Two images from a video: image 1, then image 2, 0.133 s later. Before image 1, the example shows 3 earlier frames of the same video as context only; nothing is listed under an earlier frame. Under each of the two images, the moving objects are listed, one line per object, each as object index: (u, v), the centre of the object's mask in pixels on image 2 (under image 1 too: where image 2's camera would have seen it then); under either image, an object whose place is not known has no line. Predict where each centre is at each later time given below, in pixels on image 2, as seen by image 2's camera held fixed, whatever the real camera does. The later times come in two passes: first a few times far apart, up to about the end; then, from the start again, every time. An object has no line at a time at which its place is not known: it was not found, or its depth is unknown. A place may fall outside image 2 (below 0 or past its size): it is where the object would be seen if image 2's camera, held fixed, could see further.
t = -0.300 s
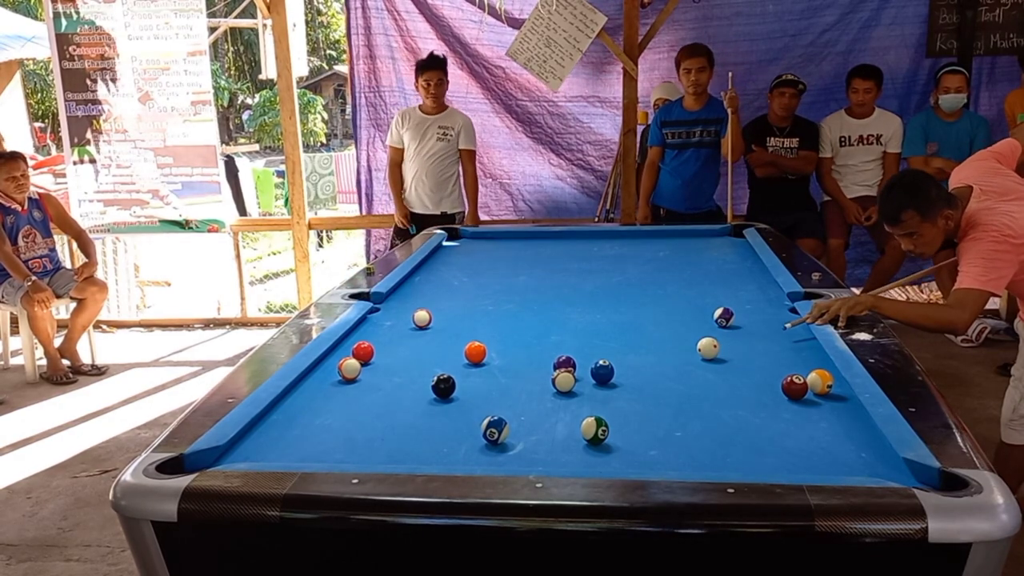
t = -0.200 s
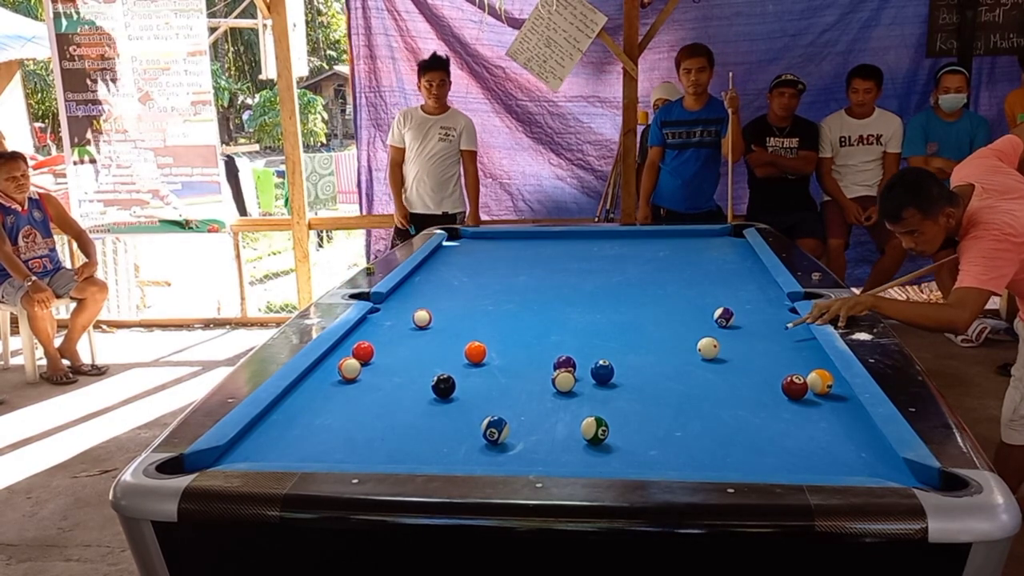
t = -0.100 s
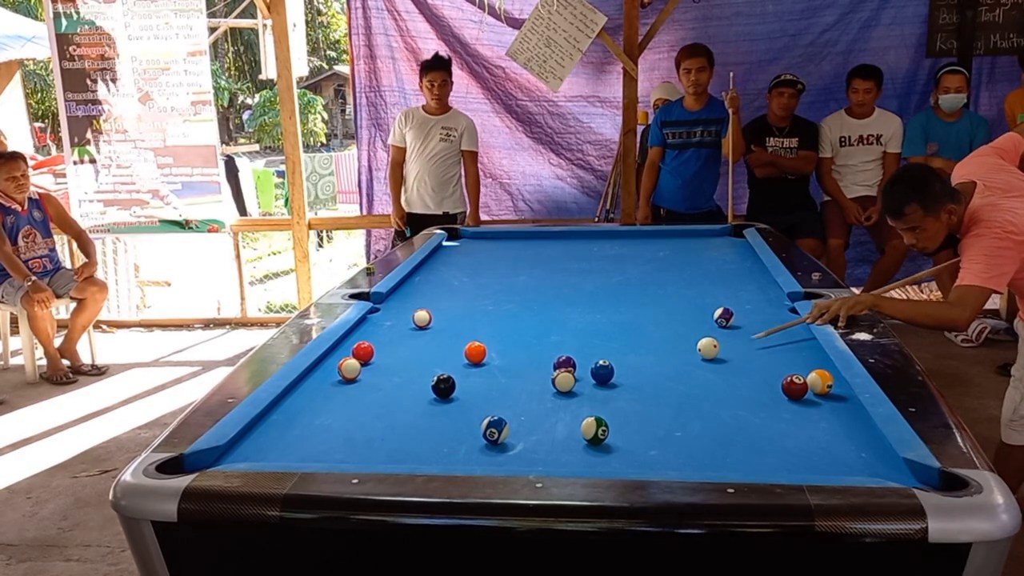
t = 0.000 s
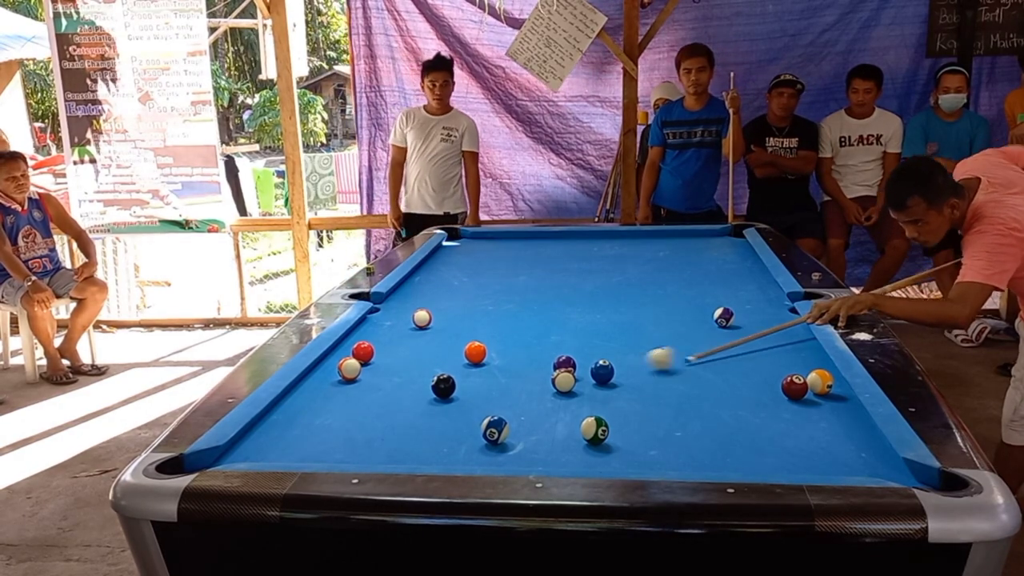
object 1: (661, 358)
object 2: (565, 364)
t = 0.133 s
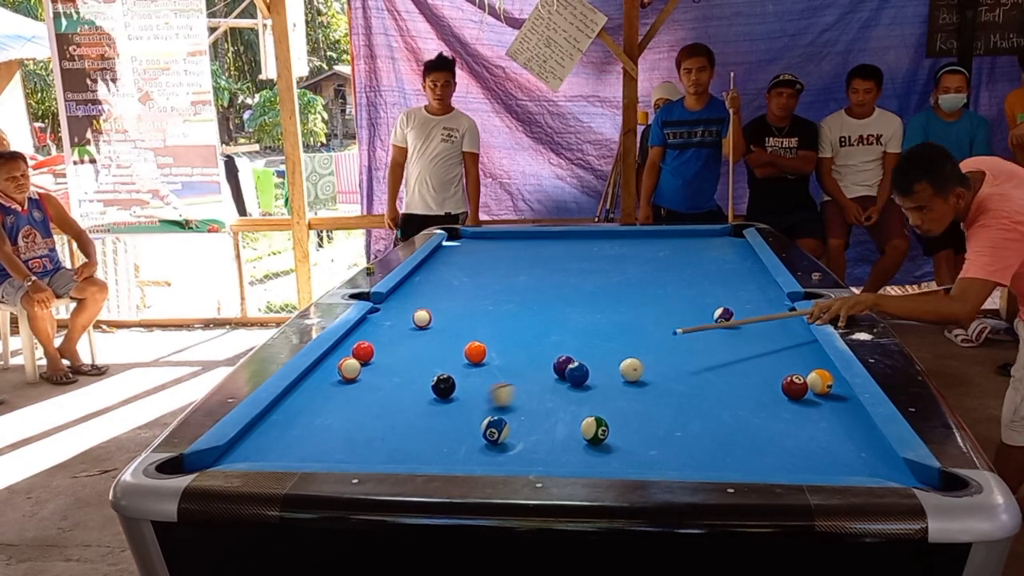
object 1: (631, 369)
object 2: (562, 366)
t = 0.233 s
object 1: (648, 369)
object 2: (559, 363)
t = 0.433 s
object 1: (684, 366)
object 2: (555, 361)
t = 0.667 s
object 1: (724, 364)
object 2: (549, 359)
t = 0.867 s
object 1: (757, 361)
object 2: (545, 358)
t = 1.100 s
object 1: (793, 359)
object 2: (542, 358)
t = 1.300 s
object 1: (813, 357)
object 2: (540, 357)
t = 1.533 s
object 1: (789, 356)
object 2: (539, 357)
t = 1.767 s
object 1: (767, 354)
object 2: (539, 357)
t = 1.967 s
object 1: (751, 353)
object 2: (539, 357)
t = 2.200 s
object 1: (733, 352)
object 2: (539, 357)
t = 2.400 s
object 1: (720, 351)
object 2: (539, 357)
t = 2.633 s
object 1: (706, 350)
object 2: (539, 357)
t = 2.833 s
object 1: (696, 349)
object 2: (539, 357)
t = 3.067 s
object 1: (686, 349)
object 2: (539, 357)
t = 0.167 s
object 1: (636, 369)
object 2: (561, 365)
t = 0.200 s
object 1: (642, 369)
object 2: (560, 364)
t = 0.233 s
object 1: (648, 369)
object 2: (559, 363)
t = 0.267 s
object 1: (654, 368)
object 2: (558, 363)
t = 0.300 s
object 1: (660, 368)
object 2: (558, 362)
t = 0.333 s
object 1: (666, 367)
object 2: (557, 362)
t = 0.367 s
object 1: (672, 367)
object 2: (556, 361)
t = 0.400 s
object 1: (678, 366)
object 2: (555, 361)
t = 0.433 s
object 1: (684, 366)
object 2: (555, 361)
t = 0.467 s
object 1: (690, 366)
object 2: (554, 360)
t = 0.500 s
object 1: (696, 365)
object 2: (553, 360)
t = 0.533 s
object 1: (702, 365)
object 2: (552, 360)
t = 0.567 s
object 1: (708, 364)
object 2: (551, 359)
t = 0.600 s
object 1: (713, 364)
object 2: (550, 359)
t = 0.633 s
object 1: (719, 364)
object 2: (549, 359)
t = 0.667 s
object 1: (724, 364)
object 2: (549, 359)
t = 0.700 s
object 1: (730, 363)
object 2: (548, 359)
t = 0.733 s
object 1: (735, 363)
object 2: (547, 358)
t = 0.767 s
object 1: (741, 362)
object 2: (547, 358)
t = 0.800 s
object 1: (746, 362)
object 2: (546, 358)
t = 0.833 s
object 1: (752, 362)
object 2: (545, 358)
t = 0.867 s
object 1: (757, 361)
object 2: (545, 358)
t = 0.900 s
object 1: (762, 361)
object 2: (544, 358)
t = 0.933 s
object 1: (767, 361)
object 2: (544, 358)
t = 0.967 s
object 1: (773, 360)
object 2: (543, 358)
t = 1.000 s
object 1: (777, 360)
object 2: (543, 358)
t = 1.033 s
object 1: (783, 359)
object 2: (543, 358)
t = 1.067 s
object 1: (788, 359)
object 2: (542, 358)
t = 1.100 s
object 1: (793, 359)
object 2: (542, 358)
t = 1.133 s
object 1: (798, 359)
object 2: (541, 358)
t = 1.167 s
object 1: (803, 359)
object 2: (541, 357)
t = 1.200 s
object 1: (808, 358)
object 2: (541, 357)
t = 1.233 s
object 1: (812, 357)
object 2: (541, 358)
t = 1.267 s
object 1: (817, 357)
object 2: (540, 357)
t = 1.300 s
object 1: (813, 357)
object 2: (540, 357)
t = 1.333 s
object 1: (809, 357)
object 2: (540, 357)
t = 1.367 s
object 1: (806, 357)
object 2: (540, 357)
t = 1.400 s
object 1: (803, 357)
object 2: (540, 357)
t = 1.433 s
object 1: (799, 356)
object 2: (539, 357)
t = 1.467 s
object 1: (796, 356)
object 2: (539, 357)
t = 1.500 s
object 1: (792, 356)
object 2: (539, 357)
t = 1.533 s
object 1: (789, 356)
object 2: (539, 357)
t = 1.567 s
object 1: (786, 355)
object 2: (539, 357)
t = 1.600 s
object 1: (783, 355)
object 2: (539, 357)
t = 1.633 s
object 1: (779, 355)
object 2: (539, 357)
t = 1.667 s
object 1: (776, 355)
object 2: (539, 357)
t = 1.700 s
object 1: (773, 355)
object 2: (539, 357)
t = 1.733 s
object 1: (770, 354)
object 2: (539, 357)
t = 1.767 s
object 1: (767, 354)
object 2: (539, 357)
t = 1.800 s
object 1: (764, 354)
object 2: (538, 357)
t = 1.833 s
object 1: (761, 354)
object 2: (539, 357)
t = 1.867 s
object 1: (758, 354)
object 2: (539, 357)
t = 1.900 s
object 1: (756, 353)
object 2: (539, 357)
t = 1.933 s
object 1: (753, 353)
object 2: (539, 357)
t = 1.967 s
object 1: (751, 353)
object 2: (539, 357)
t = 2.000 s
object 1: (748, 353)
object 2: (539, 357)
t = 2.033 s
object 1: (745, 353)
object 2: (539, 357)
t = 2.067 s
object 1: (743, 352)
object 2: (539, 357)
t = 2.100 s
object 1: (741, 352)
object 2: (539, 357)
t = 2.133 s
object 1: (738, 352)
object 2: (539, 357)
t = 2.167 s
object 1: (735, 352)
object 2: (539, 357)
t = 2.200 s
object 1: (733, 352)
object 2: (539, 357)
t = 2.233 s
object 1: (730, 352)
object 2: (539, 357)
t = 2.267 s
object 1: (728, 351)
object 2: (539, 357)
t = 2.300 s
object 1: (726, 351)
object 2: (539, 357)
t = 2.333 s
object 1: (724, 351)
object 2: (539, 357)
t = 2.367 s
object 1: (722, 351)
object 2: (539, 357)
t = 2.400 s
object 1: (720, 351)
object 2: (539, 357)
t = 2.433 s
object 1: (718, 351)
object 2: (539, 357)
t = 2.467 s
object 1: (716, 351)
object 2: (539, 357)
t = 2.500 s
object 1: (714, 350)
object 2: (539, 357)
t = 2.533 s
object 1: (712, 350)
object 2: (539, 357)
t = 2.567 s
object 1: (710, 350)
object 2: (539, 357)
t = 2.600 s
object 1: (708, 350)
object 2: (539, 357)
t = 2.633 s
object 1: (706, 350)
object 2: (539, 357)
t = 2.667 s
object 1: (704, 350)
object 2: (539, 357)
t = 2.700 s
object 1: (703, 350)
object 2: (539, 357)
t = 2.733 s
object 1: (701, 350)
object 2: (539, 357)
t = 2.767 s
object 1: (699, 349)
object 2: (539, 357)
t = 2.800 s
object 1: (697, 349)
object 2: (539, 357)
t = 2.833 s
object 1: (696, 349)
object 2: (539, 357)
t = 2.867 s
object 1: (694, 349)
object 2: (539, 357)
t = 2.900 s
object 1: (693, 349)
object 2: (539, 357)
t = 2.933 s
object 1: (692, 349)
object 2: (539, 357)
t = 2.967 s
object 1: (690, 349)
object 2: (539, 357)
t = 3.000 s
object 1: (689, 349)
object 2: (539, 357)
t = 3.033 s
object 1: (687, 349)
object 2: (539, 357)
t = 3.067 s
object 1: (686, 349)
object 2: (539, 357)
